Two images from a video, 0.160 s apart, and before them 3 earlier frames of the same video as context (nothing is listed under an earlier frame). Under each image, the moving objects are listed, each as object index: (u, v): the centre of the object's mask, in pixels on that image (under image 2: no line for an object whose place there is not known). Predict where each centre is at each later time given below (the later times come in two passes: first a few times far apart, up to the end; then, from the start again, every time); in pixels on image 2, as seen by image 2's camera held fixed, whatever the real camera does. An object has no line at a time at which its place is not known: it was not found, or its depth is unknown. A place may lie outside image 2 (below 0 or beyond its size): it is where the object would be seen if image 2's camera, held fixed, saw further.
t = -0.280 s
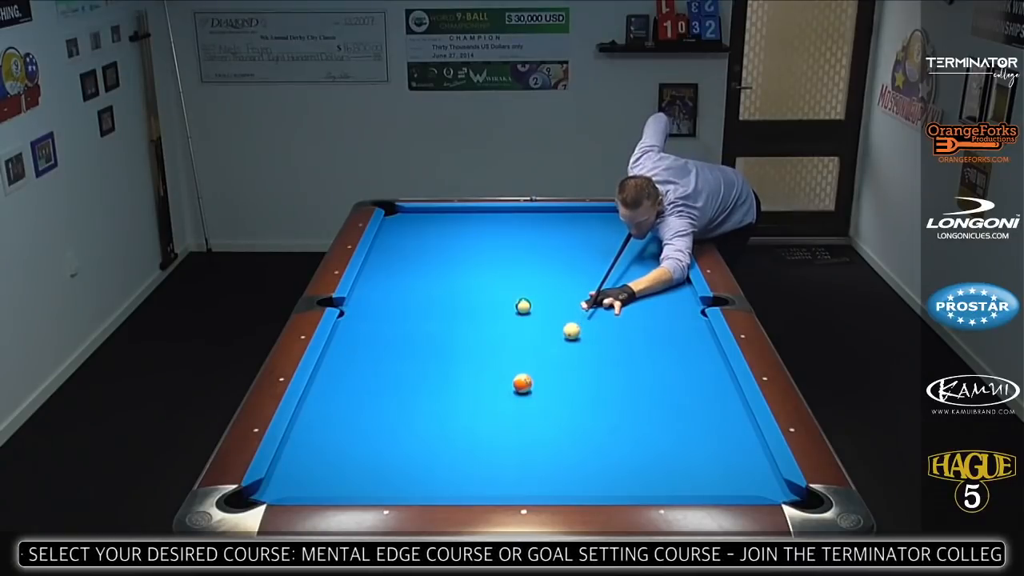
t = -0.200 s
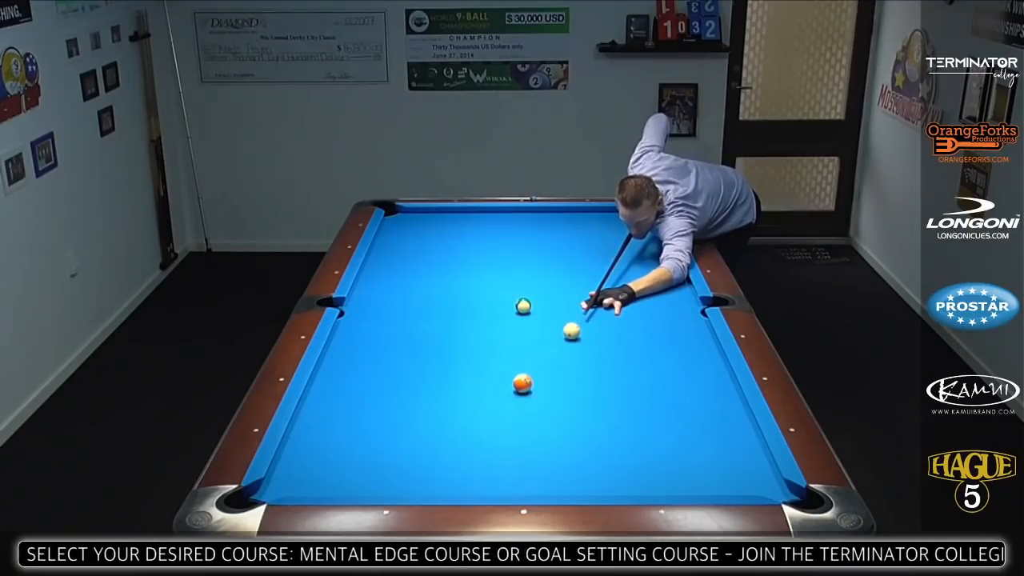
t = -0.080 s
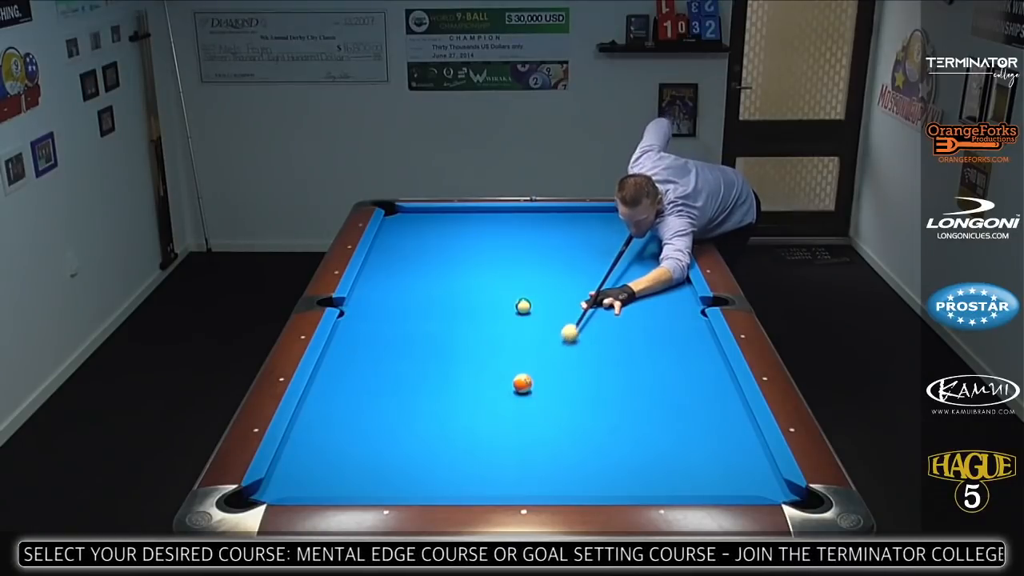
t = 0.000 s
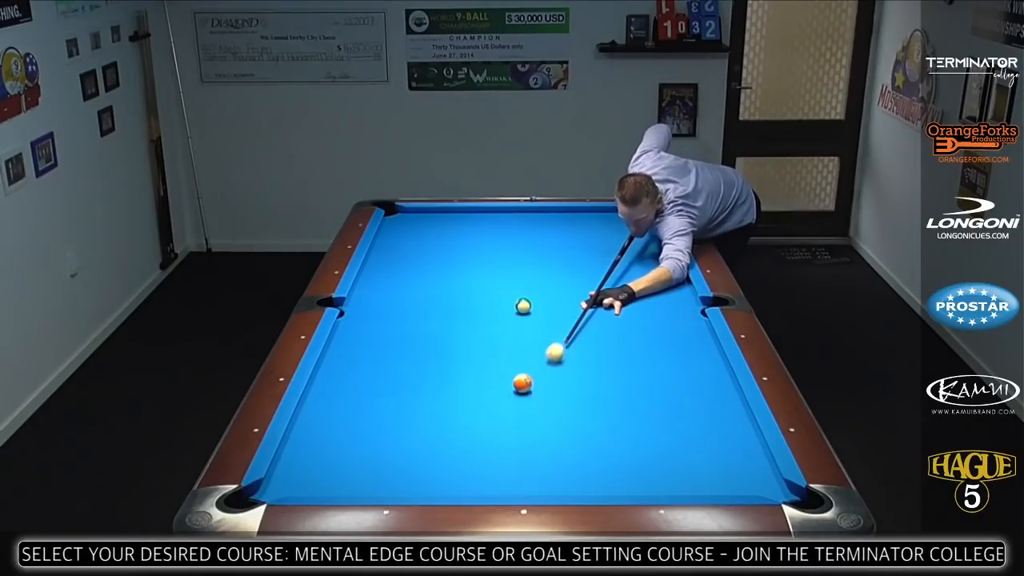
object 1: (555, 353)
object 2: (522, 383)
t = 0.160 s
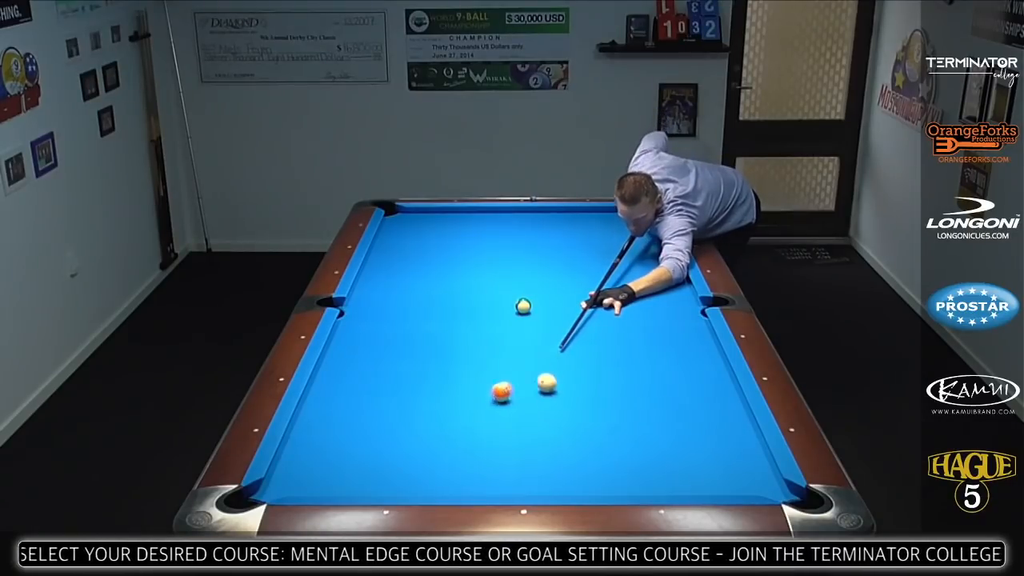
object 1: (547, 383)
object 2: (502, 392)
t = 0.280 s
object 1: (563, 394)
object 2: (464, 408)
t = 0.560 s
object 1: (604, 419)
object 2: (387, 442)
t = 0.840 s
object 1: (648, 447)
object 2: (304, 478)
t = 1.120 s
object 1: (694, 477)
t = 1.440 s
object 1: (739, 483)
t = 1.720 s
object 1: (766, 467)
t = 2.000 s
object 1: (741, 453)
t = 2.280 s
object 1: (720, 440)
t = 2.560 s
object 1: (701, 430)
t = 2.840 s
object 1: (685, 420)
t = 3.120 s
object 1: (671, 412)
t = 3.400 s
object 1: (658, 404)
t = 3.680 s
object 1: (648, 398)
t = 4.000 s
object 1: (638, 392)
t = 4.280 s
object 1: (630, 388)
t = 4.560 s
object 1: (624, 385)
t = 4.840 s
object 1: (620, 382)
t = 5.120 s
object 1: (617, 380)
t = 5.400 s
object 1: (615, 380)
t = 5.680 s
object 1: (615, 379)
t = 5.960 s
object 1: (615, 379)
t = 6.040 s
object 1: (615, 379)
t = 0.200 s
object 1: (552, 387)
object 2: (489, 398)
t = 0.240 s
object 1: (558, 390)
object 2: (476, 403)
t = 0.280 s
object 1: (563, 394)
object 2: (464, 408)
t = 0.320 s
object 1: (569, 397)
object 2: (452, 414)
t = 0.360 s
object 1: (575, 401)
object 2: (442, 418)
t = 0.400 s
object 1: (580, 404)
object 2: (431, 423)
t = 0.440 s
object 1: (586, 408)
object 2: (420, 427)
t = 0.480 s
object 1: (592, 412)
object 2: (409, 432)
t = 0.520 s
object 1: (598, 416)
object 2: (399, 437)
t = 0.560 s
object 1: (604, 419)
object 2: (387, 442)
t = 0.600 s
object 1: (610, 423)
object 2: (375, 447)
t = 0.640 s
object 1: (616, 427)
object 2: (364, 452)
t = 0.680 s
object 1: (622, 431)
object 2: (352, 457)
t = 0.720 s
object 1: (628, 435)
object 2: (341, 462)
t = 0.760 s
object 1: (635, 439)
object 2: (328, 468)
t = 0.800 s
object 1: (641, 443)
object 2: (316, 473)
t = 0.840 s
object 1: (648, 447)
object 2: (304, 478)
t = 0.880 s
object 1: (654, 452)
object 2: (291, 483)
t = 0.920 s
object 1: (661, 456)
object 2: (279, 488)
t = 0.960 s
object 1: (667, 460)
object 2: (265, 492)
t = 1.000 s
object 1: (674, 464)
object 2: (251, 500)
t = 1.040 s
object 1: (681, 468)
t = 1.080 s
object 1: (687, 473)
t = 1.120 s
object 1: (694, 477)
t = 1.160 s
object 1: (701, 482)
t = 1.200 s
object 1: (708, 484)
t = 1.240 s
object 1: (715, 487)
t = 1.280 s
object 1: (721, 489)
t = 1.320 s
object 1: (726, 487)
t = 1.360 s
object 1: (730, 485)
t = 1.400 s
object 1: (735, 484)
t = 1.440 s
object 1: (739, 483)
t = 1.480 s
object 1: (743, 481)
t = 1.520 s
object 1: (747, 478)
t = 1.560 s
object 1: (751, 476)
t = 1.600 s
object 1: (755, 474)
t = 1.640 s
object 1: (759, 472)
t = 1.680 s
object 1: (763, 469)
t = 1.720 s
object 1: (766, 467)
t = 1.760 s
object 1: (762, 465)
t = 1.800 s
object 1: (758, 463)
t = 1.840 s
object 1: (755, 461)
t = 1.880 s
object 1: (751, 459)
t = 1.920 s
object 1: (748, 457)
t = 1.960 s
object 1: (745, 455)
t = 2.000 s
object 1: (741, 453)
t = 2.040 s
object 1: (738, 451)
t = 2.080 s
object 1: (735, 449)
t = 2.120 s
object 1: (732, 447)
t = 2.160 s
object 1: (729, 445)
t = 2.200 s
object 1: (726, 444)
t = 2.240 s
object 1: (723, 442)
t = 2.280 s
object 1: (720, 440)
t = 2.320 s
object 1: (717, 439)
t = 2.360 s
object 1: (715, 437)
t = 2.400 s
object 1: (712, 435)
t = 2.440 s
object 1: (709, 434)
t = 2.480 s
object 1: (707, 432)
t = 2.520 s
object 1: (704, 431)
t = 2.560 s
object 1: (701, 430)
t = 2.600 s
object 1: (699, 428)
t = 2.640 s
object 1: (696, 427)
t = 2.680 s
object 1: (694, 426)
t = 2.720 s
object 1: (692, 424)
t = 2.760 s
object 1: (690, 423)
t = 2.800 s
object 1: (687, 421)
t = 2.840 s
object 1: (685, 420)
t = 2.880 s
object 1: (683, 419)
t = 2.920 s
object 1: (681, 418)
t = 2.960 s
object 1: (679, 416)
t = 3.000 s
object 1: (676, 415)
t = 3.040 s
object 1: (675, 414)
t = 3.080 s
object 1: (672, 413)
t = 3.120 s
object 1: (671, 412)
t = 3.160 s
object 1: (669, 411)
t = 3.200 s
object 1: (667, 409)
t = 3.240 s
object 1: (665, 409)
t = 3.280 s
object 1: (663, 407)
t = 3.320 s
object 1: (662, 406)
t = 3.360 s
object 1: (660, 405)
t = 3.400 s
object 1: (658, 404)
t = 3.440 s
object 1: (657, 403)
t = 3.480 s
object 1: (655, 403)
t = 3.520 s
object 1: (654, 402)
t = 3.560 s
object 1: (652, 401)
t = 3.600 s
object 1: (651, 400)
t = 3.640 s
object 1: (649, 399)
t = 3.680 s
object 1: (648, 398)
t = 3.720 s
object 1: (646, 397)
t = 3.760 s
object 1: (645, 397)
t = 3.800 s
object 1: (644, 396)
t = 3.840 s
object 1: (643, 395)
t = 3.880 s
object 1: (641, 394)
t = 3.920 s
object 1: (640, 394)
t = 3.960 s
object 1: (639, 393)
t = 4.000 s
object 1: (638, 392)
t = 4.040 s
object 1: (637, 392)
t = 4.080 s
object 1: (636, 391)
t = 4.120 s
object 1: (635, 390)
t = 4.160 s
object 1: (633, 390)
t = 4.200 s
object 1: (633, 389)
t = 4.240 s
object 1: (631, 389)
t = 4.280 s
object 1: (630, 388)
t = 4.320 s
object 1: (630, 388)
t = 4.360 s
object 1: (629, 387)
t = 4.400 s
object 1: (628, 387)
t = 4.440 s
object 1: (627, 386)
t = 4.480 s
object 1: (626, 386)
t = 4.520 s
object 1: (625, 385)
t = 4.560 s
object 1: (624, 385)
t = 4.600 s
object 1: (624, 384)
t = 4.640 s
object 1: (623, 384)
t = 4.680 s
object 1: (622, 383)
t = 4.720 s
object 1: (622, 383)
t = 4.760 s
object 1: (621, 383)
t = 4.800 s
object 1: (620, 382)
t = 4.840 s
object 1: (620, 382)
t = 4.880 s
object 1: (619, 382)
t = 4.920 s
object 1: (619, 381)
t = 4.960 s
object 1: (618, 381)
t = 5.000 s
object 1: (618, 381)
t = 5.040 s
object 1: (617, 381)
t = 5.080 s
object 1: (617, 380)
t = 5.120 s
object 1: (617, 380)
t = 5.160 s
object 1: (616, 380)
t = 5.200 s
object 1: (616, 380)
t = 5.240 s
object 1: (615, 380)
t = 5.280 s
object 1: (615, 380)
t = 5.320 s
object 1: (615, 380)
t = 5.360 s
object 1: (615, 380)
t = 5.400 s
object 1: (615, 380)
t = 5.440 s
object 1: (615, 379)
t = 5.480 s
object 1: (615, 379)
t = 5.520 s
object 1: (615, 379)
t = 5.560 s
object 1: (615, 379)
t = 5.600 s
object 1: (615, 379)
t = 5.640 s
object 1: (615, 379)
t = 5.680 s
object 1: (615, 379)
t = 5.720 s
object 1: (615, 379)
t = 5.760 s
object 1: (615, 379)
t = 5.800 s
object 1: (615, 379)
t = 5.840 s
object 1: (615, 379)
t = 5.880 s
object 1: (615, 379)
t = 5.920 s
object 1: (615, 379)
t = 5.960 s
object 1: (615, 379)
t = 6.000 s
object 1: (615, 379)
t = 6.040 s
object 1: (615, 379)
